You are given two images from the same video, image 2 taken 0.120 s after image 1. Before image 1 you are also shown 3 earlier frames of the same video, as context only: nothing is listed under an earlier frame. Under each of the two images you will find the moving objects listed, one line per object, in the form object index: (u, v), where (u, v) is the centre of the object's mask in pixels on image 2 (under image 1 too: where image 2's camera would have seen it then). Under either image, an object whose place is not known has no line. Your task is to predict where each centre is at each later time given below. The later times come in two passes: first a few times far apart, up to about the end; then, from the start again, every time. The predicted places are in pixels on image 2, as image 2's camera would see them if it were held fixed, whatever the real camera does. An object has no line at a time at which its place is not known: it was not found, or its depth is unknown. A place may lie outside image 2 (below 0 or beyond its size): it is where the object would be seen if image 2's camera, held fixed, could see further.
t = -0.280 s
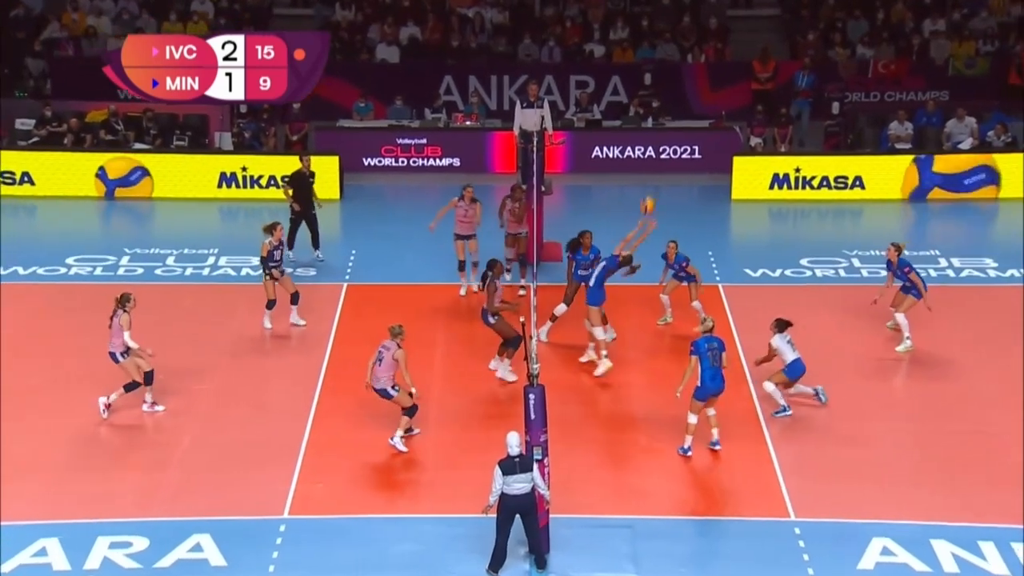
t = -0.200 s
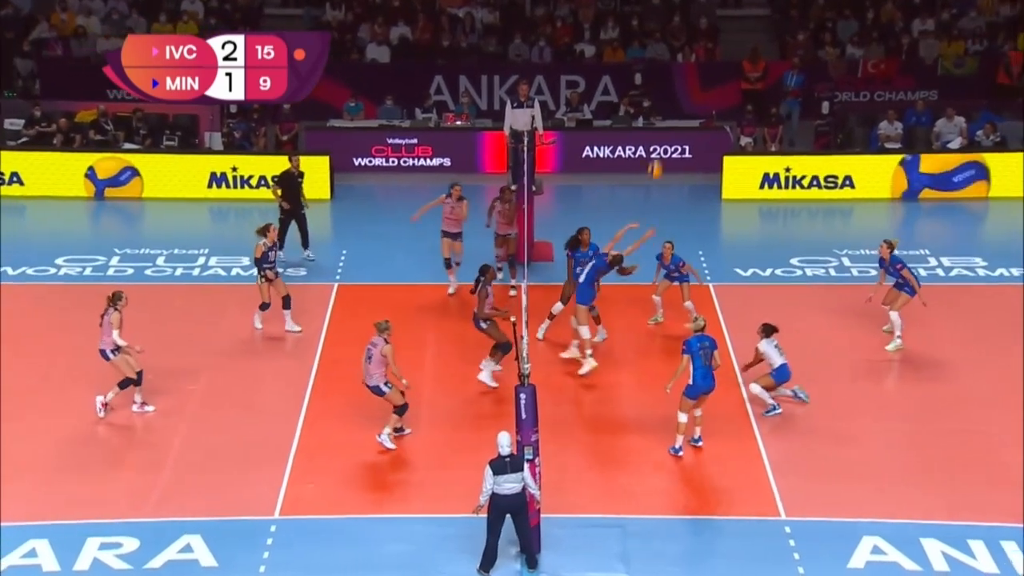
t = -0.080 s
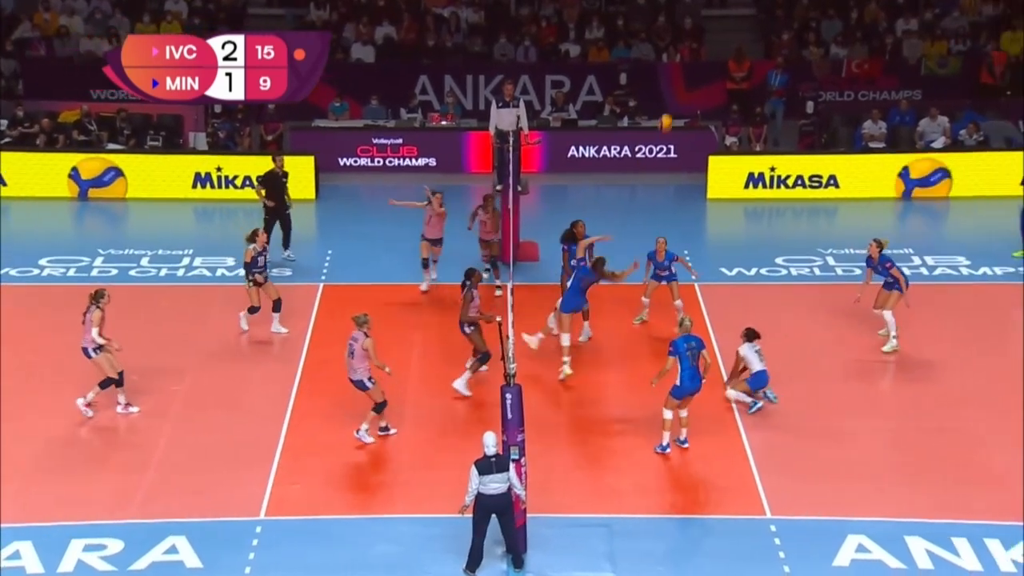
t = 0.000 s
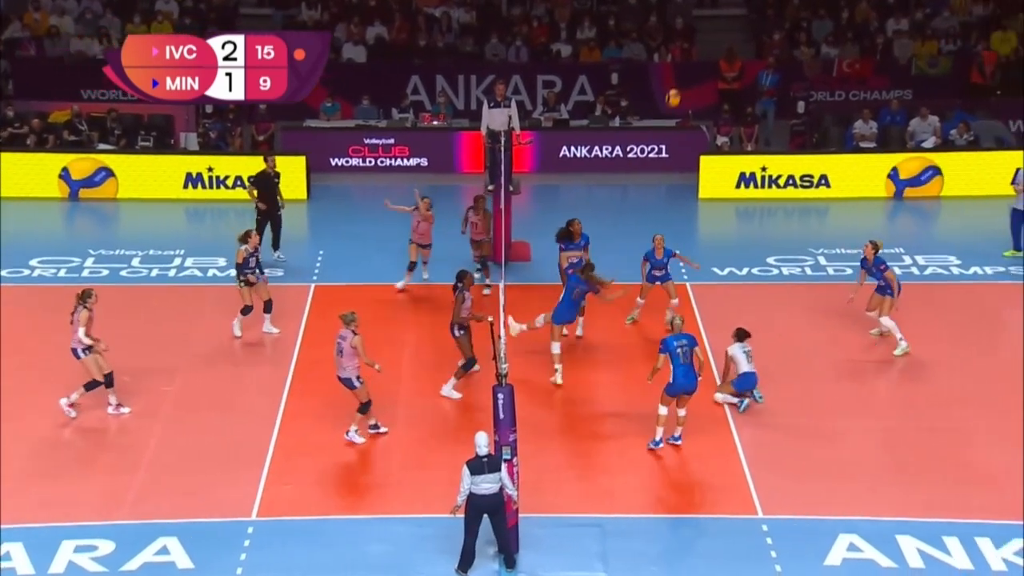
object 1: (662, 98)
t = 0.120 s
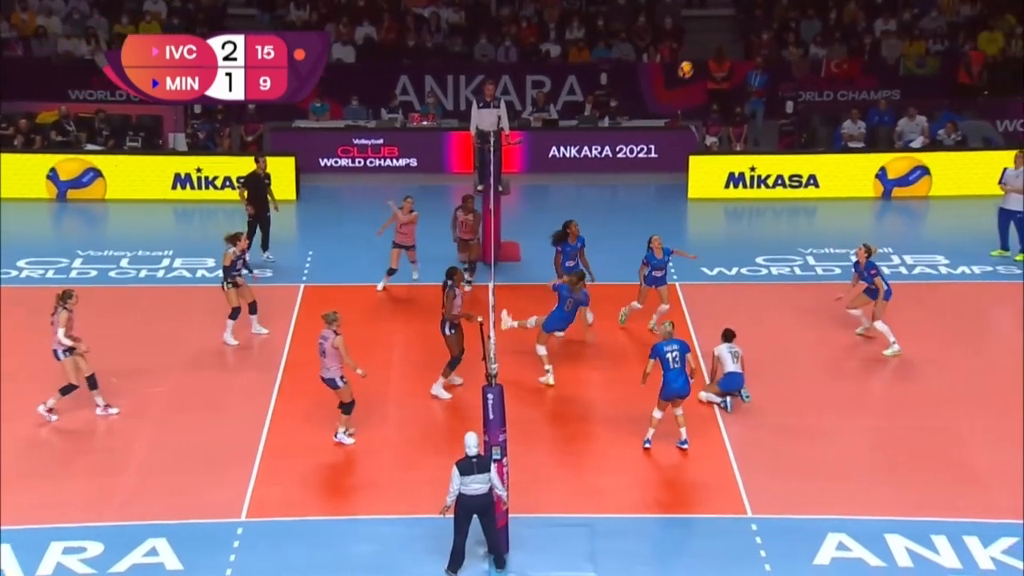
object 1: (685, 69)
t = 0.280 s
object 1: (714, 48)
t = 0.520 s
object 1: (755, 49)
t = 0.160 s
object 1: (692, 62)
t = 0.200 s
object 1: (700, 56)
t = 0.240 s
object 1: (707, 51)
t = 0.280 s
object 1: (714, 48)
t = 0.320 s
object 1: (721, 45)
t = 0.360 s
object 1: (729, 43)
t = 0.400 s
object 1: (735, 43)
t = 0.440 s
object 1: (742, 44)
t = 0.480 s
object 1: (748, 46)
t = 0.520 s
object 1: (755, 49)
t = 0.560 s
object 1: (762, 53)
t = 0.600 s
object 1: (768, 58)
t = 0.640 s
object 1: (774, 64)
